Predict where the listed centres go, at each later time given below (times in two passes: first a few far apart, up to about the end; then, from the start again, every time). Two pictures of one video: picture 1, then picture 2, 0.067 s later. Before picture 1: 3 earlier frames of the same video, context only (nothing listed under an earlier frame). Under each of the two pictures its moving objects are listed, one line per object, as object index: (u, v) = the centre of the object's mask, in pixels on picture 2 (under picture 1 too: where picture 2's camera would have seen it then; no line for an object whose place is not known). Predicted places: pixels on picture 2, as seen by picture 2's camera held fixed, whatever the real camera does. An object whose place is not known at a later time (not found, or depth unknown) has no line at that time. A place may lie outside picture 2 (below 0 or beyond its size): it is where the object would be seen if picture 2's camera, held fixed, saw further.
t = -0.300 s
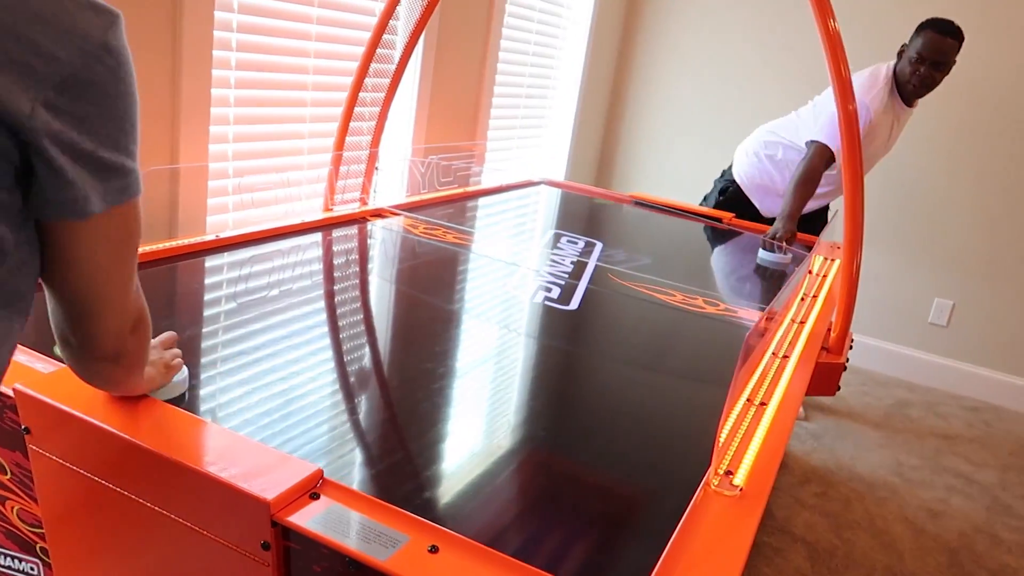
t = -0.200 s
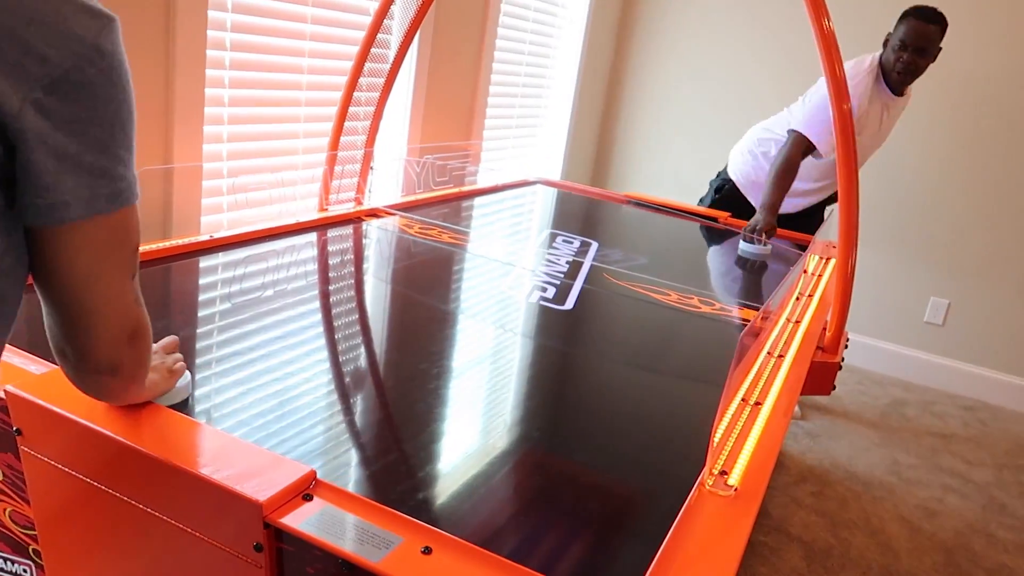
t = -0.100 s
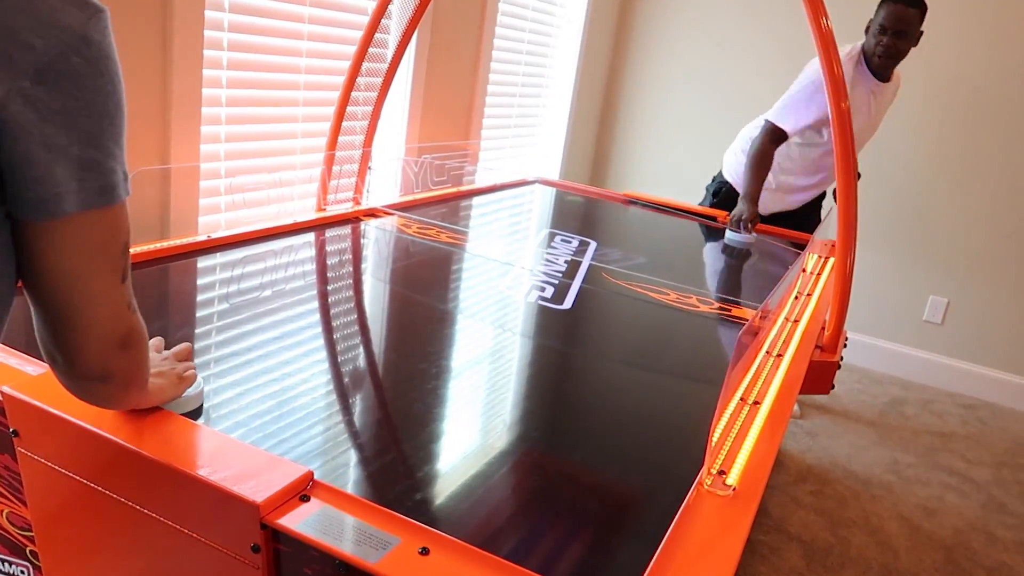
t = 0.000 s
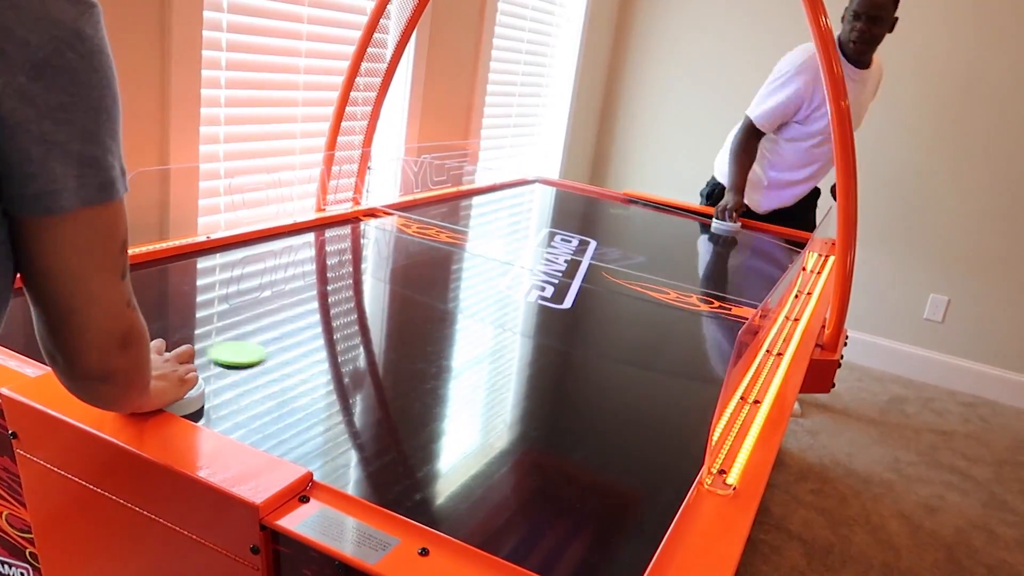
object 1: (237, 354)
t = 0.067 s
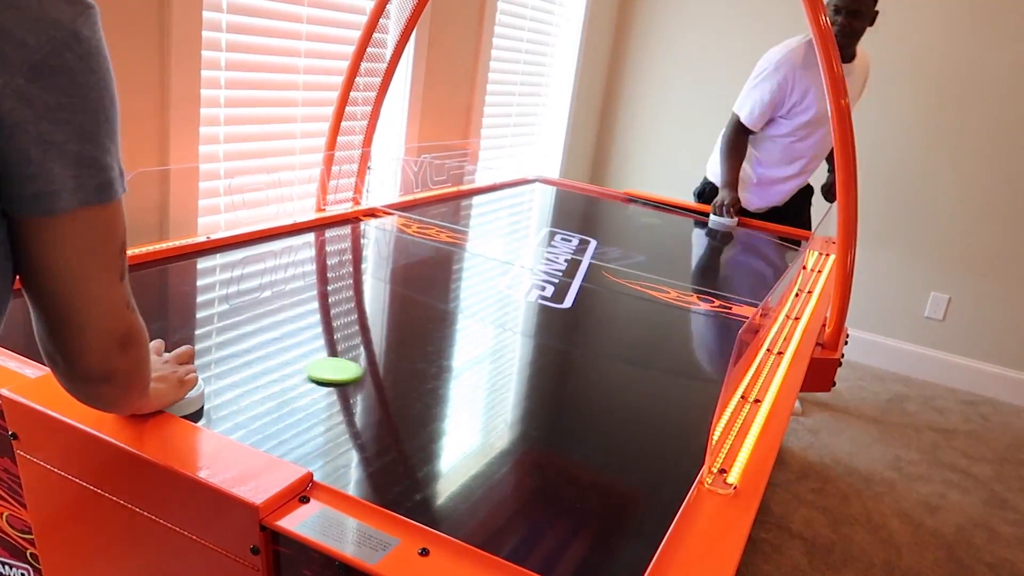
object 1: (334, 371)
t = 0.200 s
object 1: (524, 404)
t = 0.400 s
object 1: (611, 399)
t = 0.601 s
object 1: (455, 332)
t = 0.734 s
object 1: (376, 297)
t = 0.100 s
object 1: (379, 379)
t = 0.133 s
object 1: (423, 387)
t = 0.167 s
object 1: (472, 396)
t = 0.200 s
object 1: (524, 404)
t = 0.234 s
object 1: (569, 412)
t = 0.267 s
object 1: (618, 420)
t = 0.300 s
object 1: (668, 429)
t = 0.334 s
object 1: (673, 426)
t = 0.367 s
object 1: (641, 412)
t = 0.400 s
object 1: (611, 399)
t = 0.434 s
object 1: (582, 387)
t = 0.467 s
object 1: (554, 374)
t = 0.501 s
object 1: (530, 364)
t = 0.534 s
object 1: (504, 353)
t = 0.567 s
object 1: (480, 343)
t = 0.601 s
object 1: (455, 332)
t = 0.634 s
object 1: (434, 323)
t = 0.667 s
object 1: (414, 314)
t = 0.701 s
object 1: (395, 305)
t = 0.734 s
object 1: (376, 297)
